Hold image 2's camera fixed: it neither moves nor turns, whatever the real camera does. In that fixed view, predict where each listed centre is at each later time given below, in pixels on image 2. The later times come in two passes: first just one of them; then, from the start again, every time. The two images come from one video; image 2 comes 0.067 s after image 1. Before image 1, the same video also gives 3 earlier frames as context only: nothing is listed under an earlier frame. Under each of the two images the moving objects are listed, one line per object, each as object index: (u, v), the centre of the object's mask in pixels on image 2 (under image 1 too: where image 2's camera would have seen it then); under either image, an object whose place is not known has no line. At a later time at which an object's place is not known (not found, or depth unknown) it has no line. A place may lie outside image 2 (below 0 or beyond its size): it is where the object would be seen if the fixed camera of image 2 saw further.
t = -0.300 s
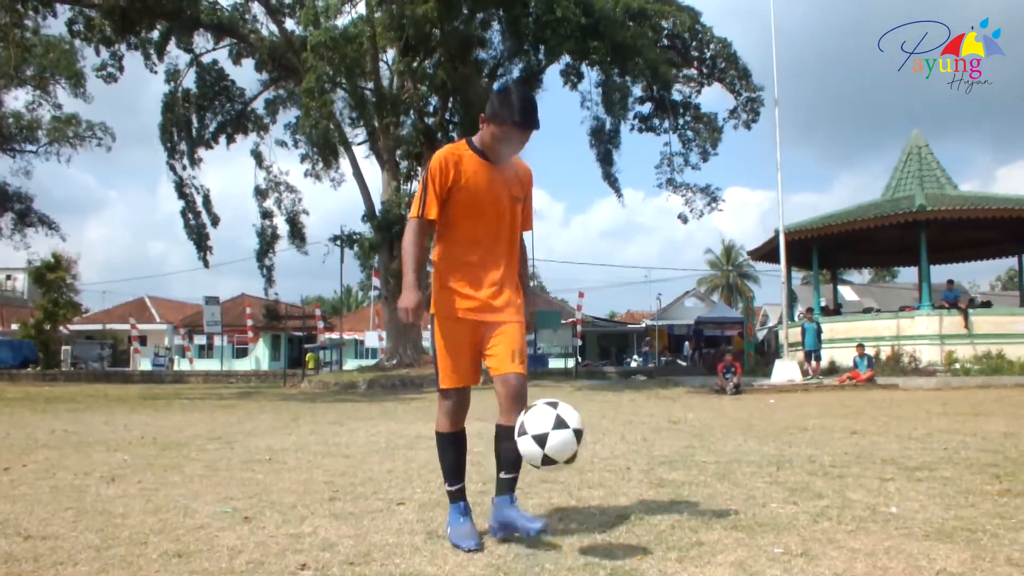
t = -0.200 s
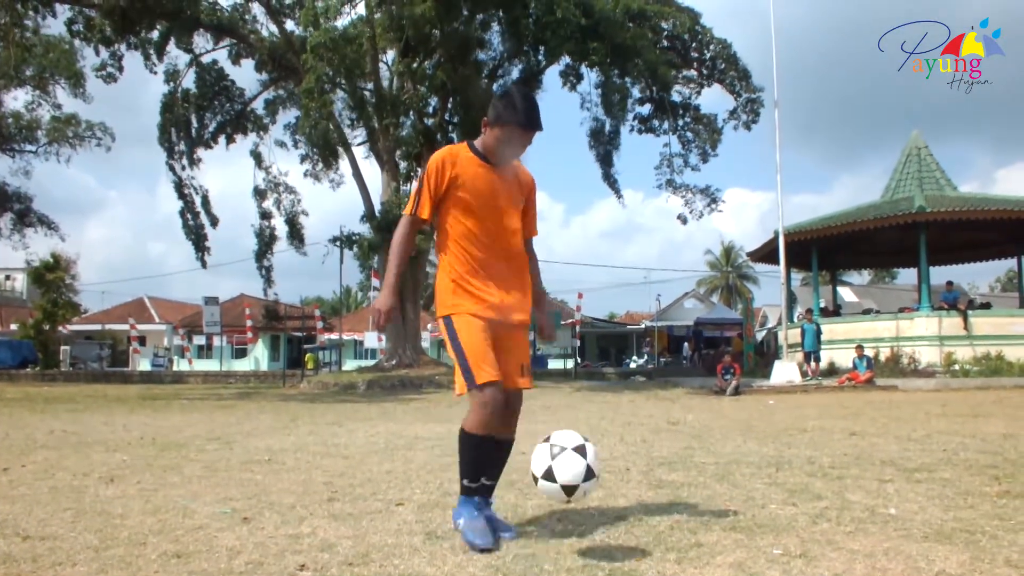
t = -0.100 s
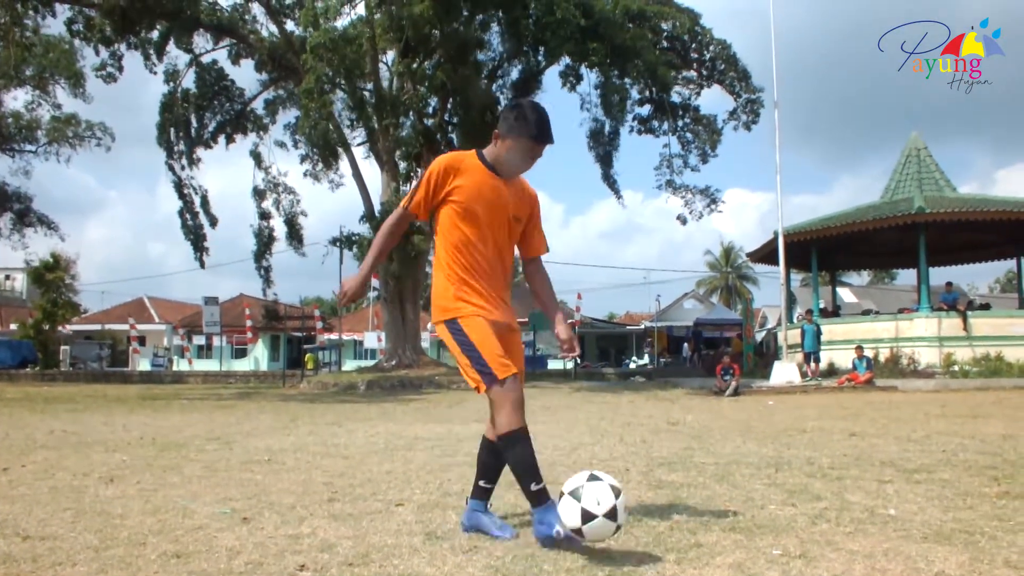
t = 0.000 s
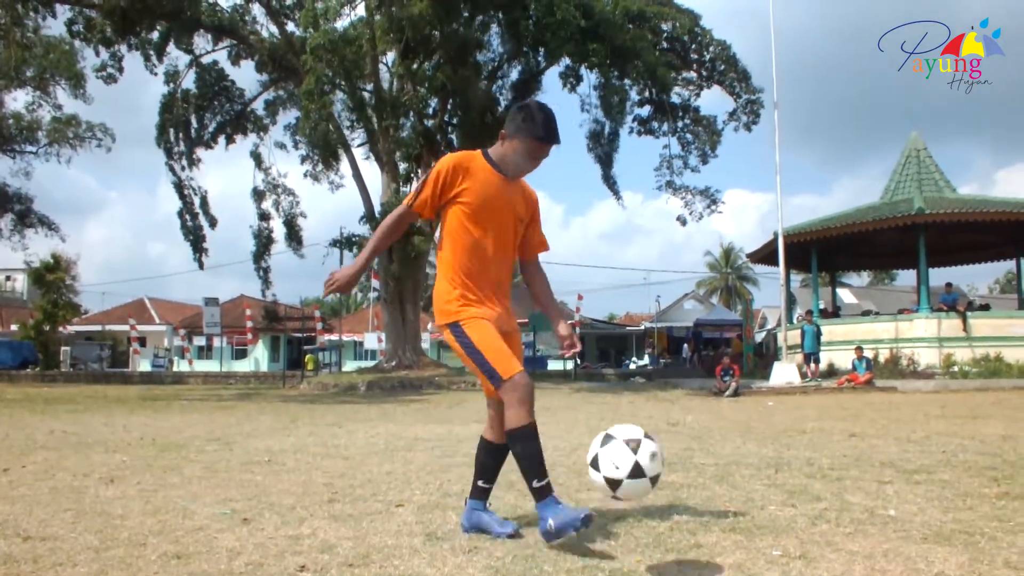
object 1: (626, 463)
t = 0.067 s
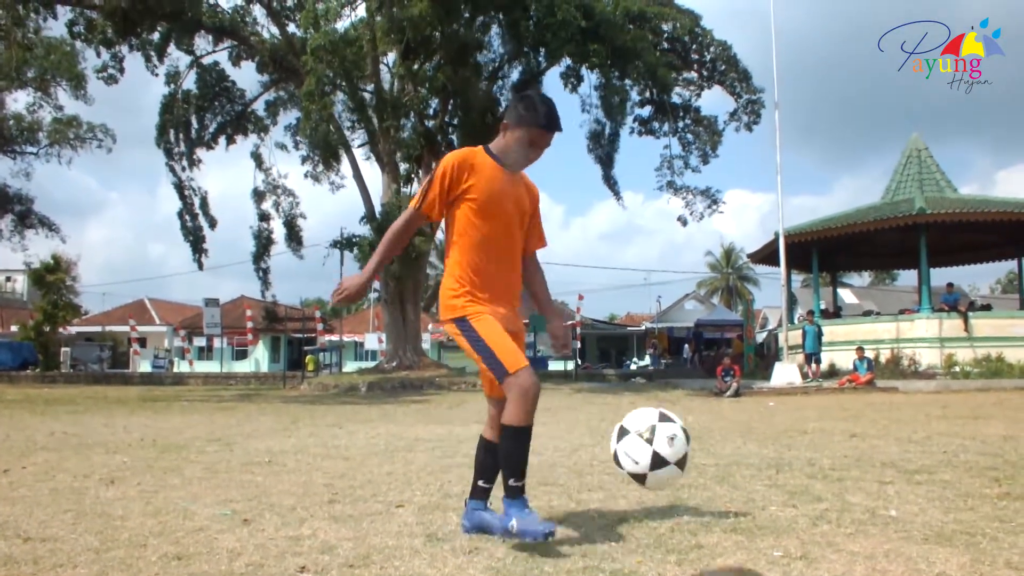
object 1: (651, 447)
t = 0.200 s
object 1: (713, 465)
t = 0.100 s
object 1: (665, 445)
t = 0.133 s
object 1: (679, 447)
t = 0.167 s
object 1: (696, 453)
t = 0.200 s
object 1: (713, 465)
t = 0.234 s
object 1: (732, 481)
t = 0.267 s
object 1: (753, 505)
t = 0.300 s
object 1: (774, 532)
